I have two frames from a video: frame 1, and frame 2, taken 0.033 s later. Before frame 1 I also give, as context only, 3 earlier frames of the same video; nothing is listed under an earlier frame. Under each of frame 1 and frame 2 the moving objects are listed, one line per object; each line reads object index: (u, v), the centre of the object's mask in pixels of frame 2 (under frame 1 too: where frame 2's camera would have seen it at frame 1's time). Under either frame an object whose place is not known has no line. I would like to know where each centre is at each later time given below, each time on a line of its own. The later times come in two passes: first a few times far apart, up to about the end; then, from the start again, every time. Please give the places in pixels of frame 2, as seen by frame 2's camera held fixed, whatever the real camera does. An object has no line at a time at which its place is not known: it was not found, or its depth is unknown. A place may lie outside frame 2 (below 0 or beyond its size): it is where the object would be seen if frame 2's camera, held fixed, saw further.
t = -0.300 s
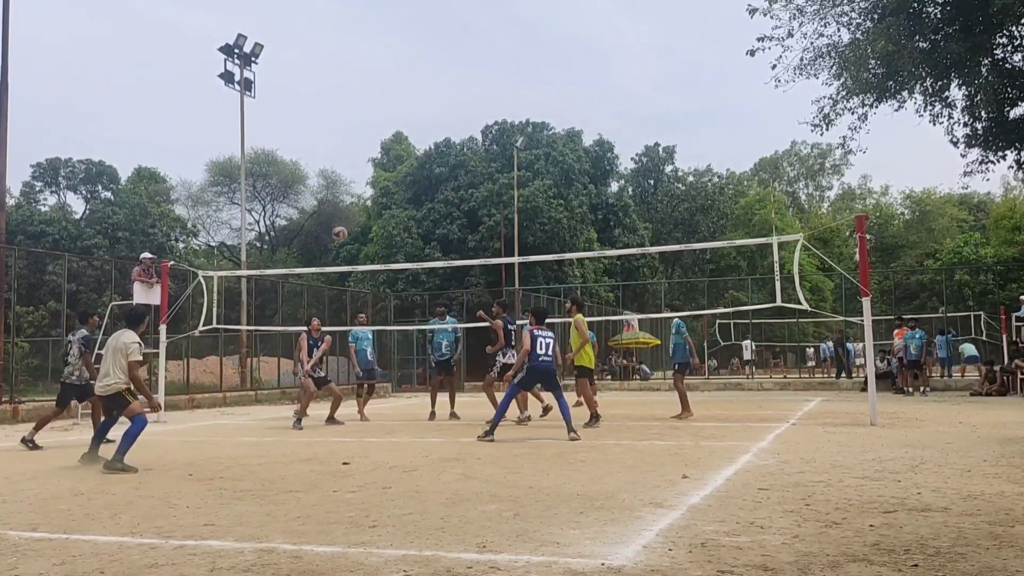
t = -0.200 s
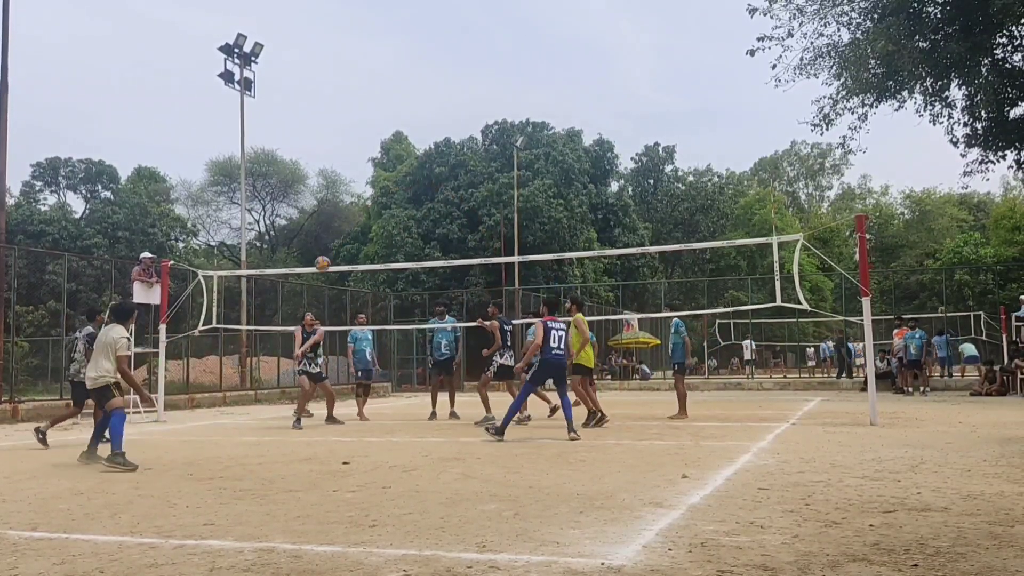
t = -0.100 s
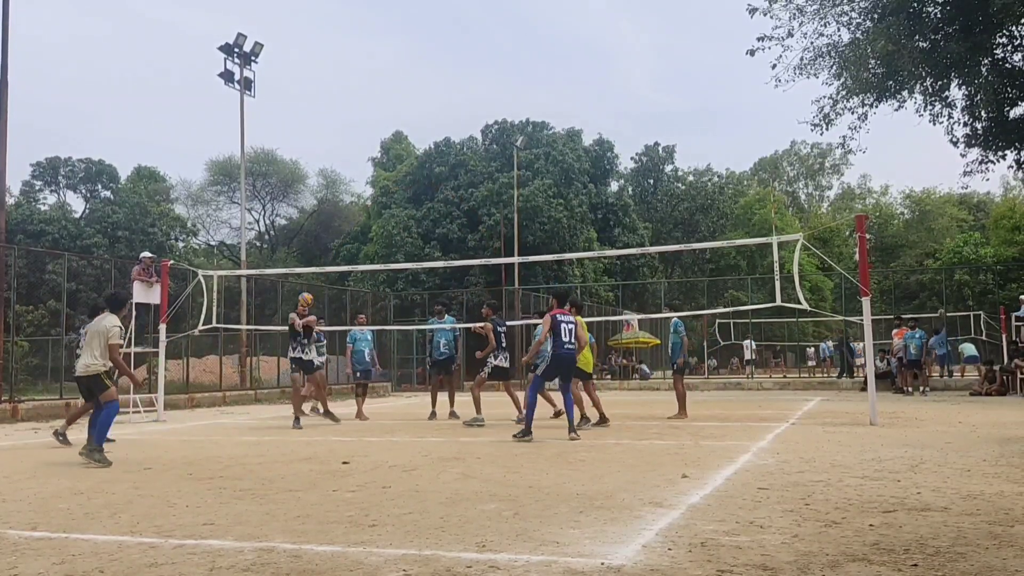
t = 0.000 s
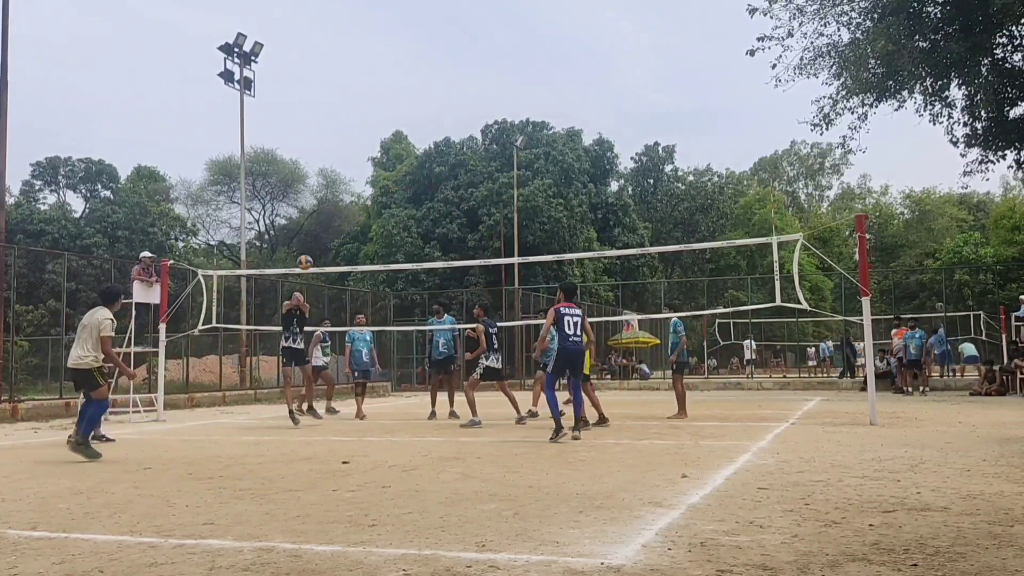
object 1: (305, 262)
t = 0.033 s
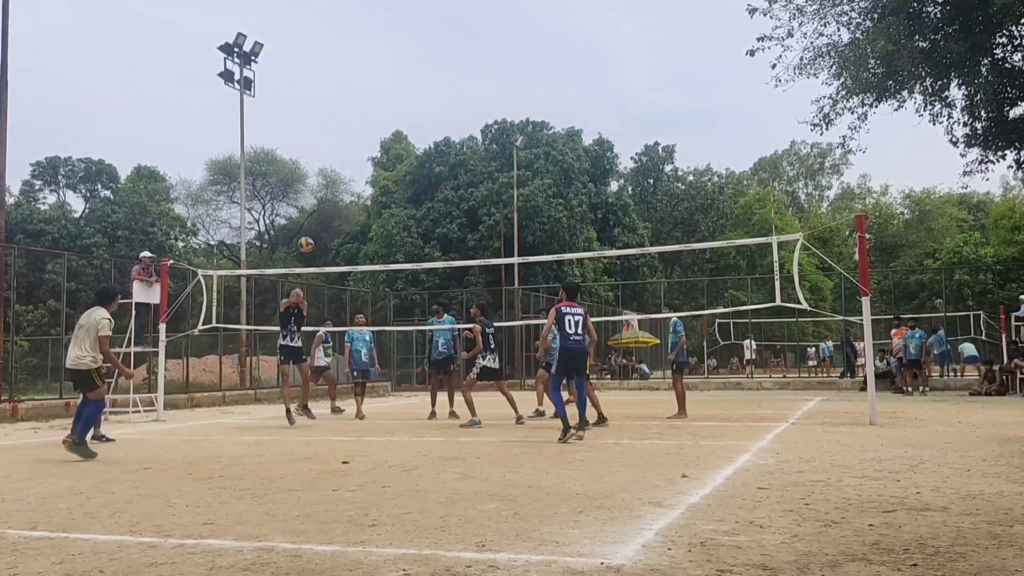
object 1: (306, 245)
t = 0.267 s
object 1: (312, 136)
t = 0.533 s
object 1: (320, 53)
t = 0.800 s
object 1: (328, 16)
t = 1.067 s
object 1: (336, 33)
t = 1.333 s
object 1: (346, 111)
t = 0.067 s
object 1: (307, 227)
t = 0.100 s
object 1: (309, 211)
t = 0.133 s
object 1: (308, 195)
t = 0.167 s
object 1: (310, 179)
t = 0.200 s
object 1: (311, 164)
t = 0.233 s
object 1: (311, 150)
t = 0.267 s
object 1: (312, 136)
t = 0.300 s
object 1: (313, 123)
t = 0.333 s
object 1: (314, 111)
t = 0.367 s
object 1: (315, 99)
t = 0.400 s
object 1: (316, 89)
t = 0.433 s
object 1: (317, 79)
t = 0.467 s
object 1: (318, 69)
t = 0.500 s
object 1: (319, 60)
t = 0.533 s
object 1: (320, 53)
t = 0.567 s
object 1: (321, 45)
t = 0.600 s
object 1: (322, 39)
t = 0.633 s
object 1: (323, 33)
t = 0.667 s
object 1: (324, 28)
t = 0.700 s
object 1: (325, 24)
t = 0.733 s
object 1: (326, 21)
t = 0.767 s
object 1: (327, 18)
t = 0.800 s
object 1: (328, 16)
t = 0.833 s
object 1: (329, 15)
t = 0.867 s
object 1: (330, 15)
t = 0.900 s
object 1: (331, 16)
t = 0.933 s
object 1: (332, 17)
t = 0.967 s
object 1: (333, 20)
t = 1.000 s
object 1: (334, 23)
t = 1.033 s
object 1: (335, 28)
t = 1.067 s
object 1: (336, 33)
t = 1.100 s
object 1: (337, 39)
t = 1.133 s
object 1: (339, 46)
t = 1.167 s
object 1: (340, 54)
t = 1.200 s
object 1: (341, 64)
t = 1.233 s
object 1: (342, 74)
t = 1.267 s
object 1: (343, 85)
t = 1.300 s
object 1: (345, 97)
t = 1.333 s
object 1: (346, 111)
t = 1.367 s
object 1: (347, 125)
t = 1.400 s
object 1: (349, 141)
